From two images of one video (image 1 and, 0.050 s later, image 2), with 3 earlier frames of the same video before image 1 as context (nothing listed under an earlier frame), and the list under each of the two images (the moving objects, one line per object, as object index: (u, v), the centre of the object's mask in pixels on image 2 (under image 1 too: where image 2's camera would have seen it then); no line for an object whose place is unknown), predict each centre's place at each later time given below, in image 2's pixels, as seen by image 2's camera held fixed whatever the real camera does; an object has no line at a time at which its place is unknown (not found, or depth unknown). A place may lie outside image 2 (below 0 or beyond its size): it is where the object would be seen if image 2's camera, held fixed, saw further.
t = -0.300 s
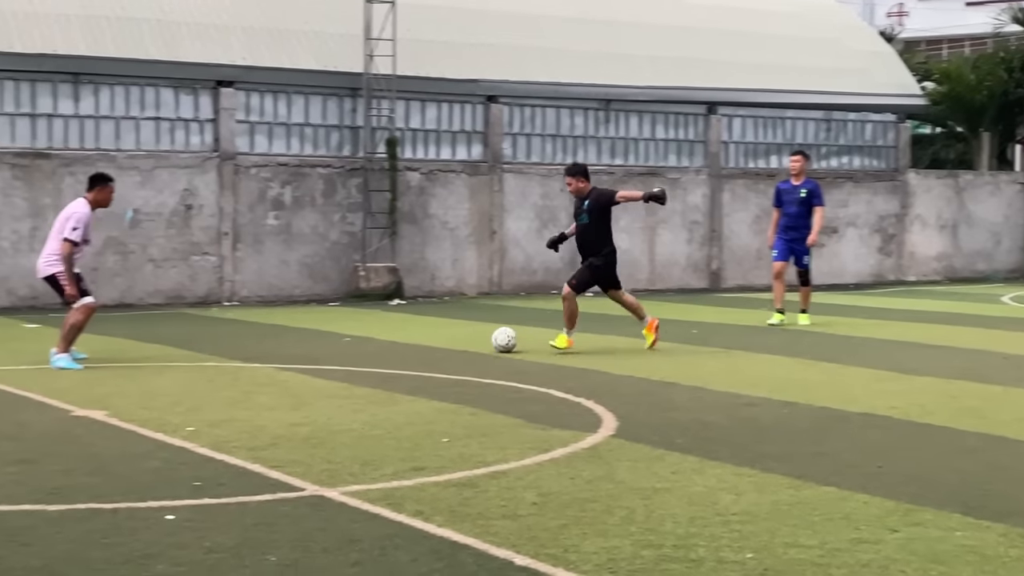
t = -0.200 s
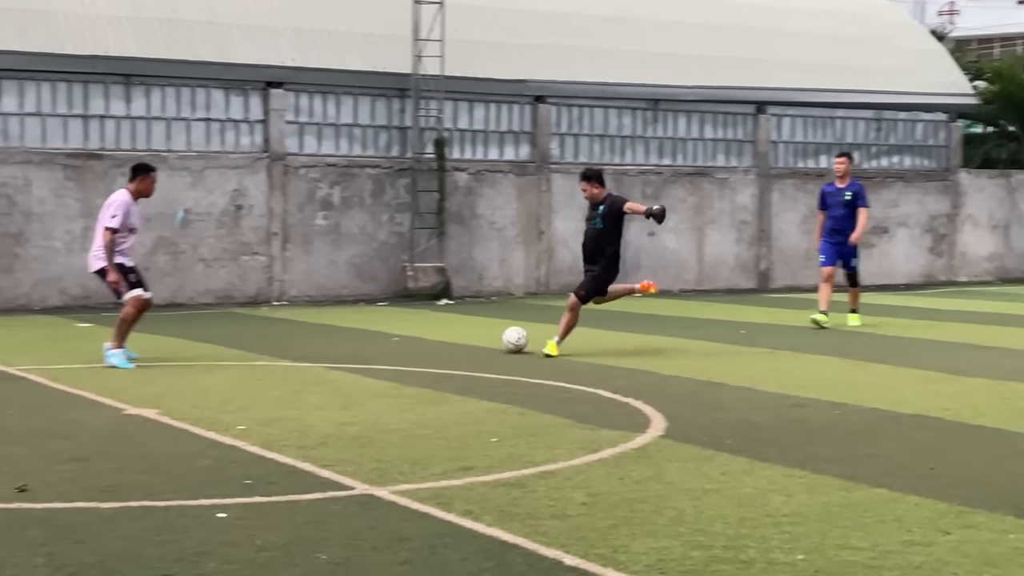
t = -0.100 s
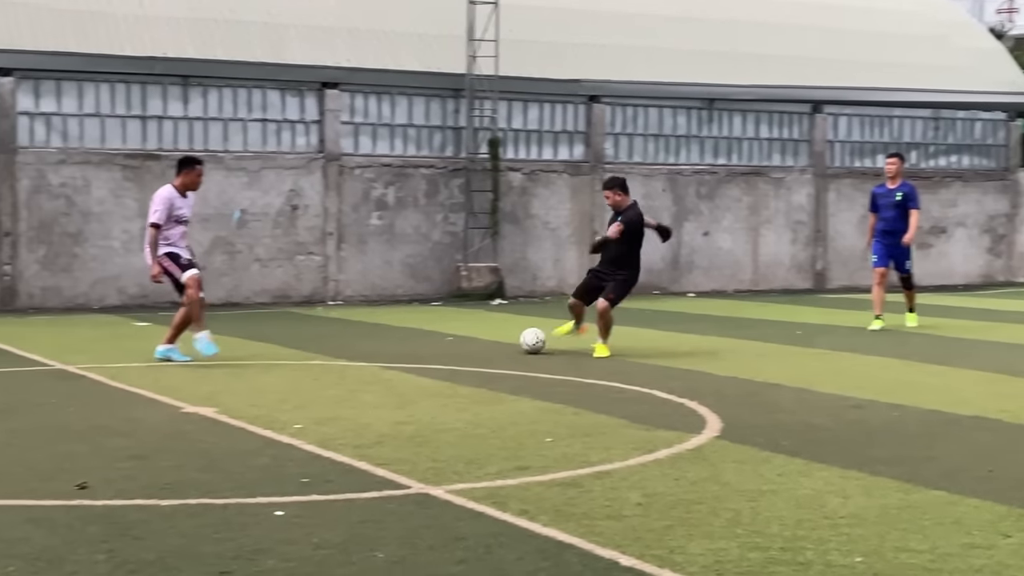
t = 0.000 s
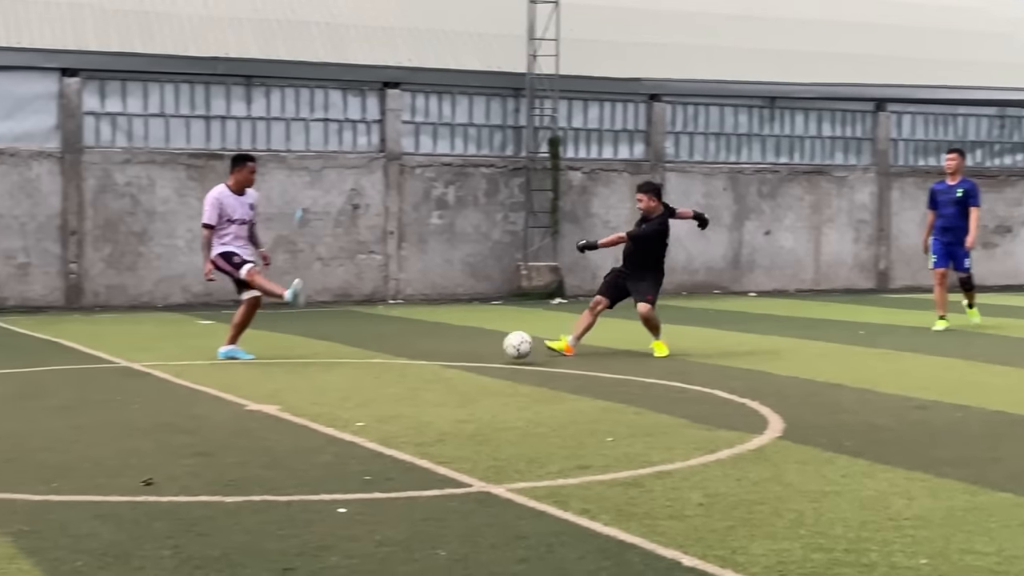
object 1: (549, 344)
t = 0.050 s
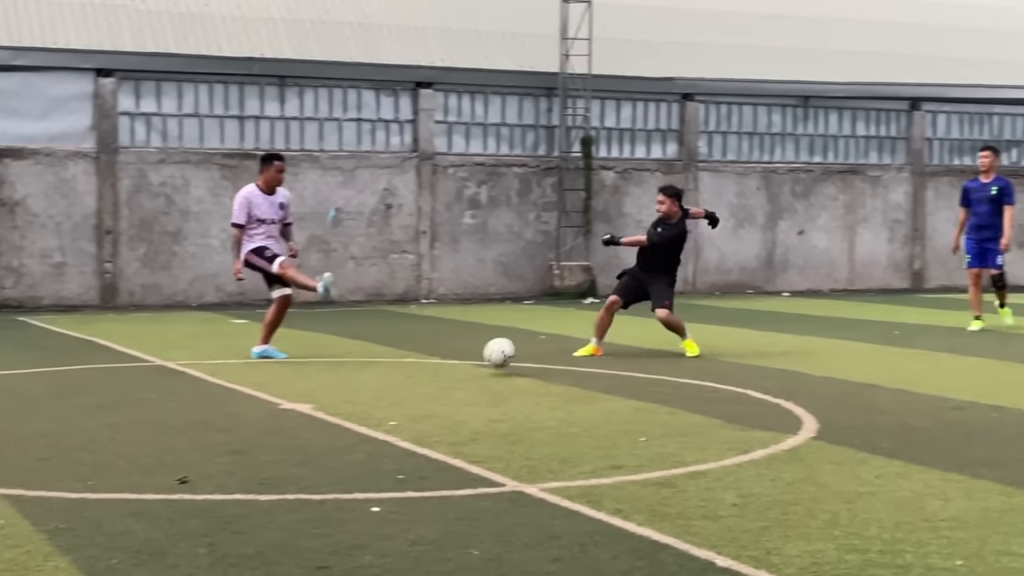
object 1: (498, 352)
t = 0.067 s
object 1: (482, 356)
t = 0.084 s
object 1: (463, 360)
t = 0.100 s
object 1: (444, 365)
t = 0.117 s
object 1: (424, 372)
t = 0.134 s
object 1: (403, 378)
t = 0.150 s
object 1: (382, 382)
